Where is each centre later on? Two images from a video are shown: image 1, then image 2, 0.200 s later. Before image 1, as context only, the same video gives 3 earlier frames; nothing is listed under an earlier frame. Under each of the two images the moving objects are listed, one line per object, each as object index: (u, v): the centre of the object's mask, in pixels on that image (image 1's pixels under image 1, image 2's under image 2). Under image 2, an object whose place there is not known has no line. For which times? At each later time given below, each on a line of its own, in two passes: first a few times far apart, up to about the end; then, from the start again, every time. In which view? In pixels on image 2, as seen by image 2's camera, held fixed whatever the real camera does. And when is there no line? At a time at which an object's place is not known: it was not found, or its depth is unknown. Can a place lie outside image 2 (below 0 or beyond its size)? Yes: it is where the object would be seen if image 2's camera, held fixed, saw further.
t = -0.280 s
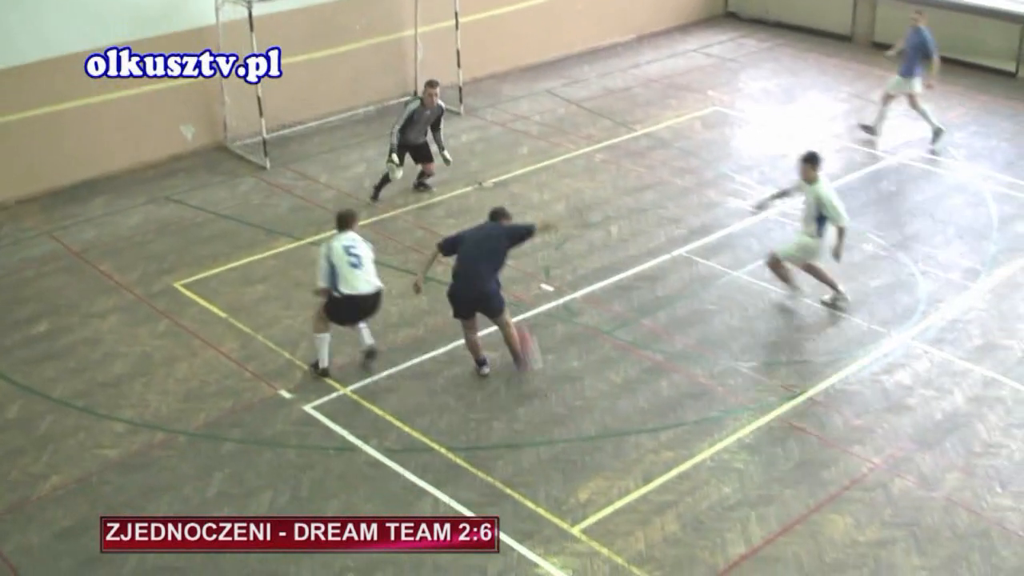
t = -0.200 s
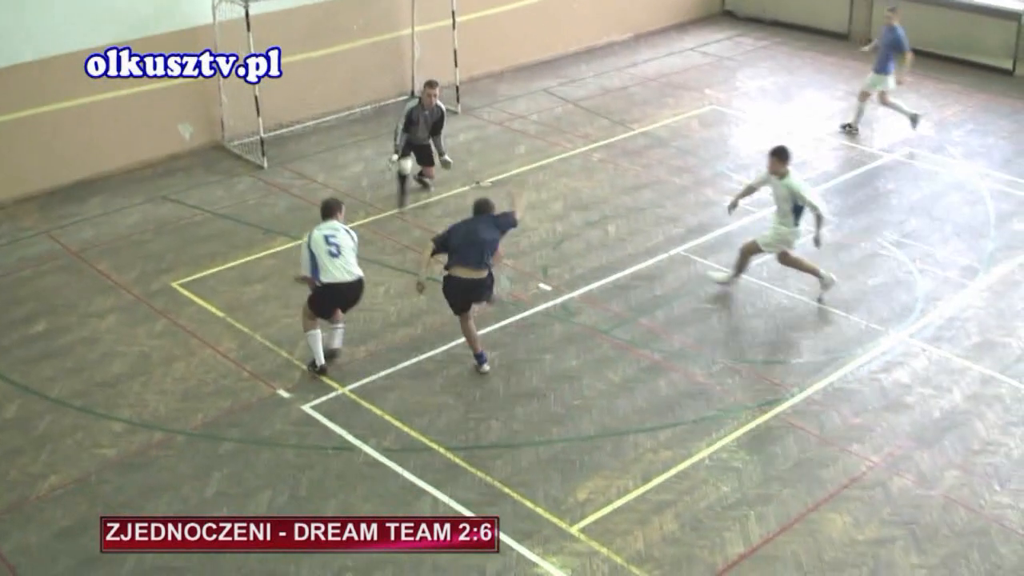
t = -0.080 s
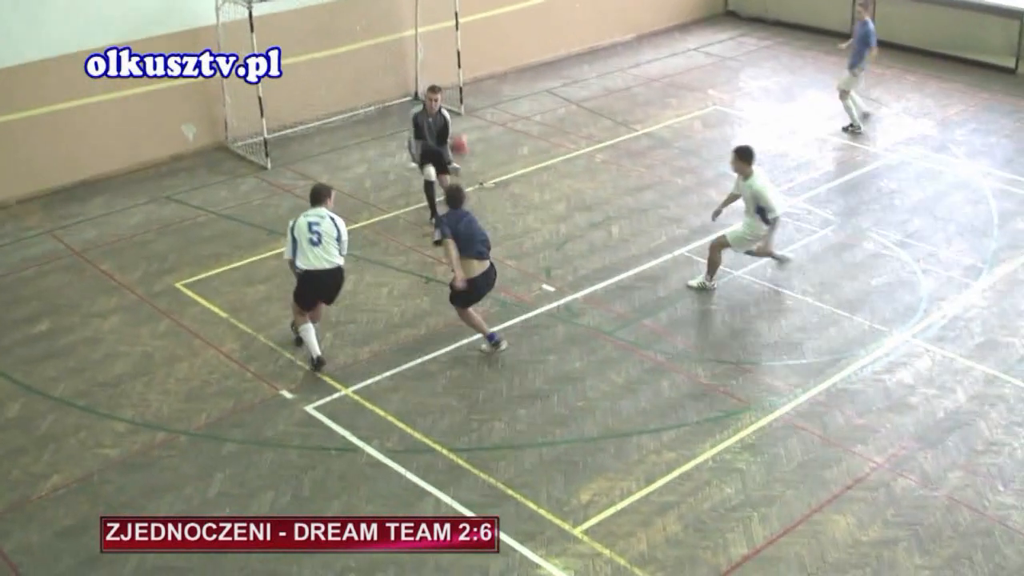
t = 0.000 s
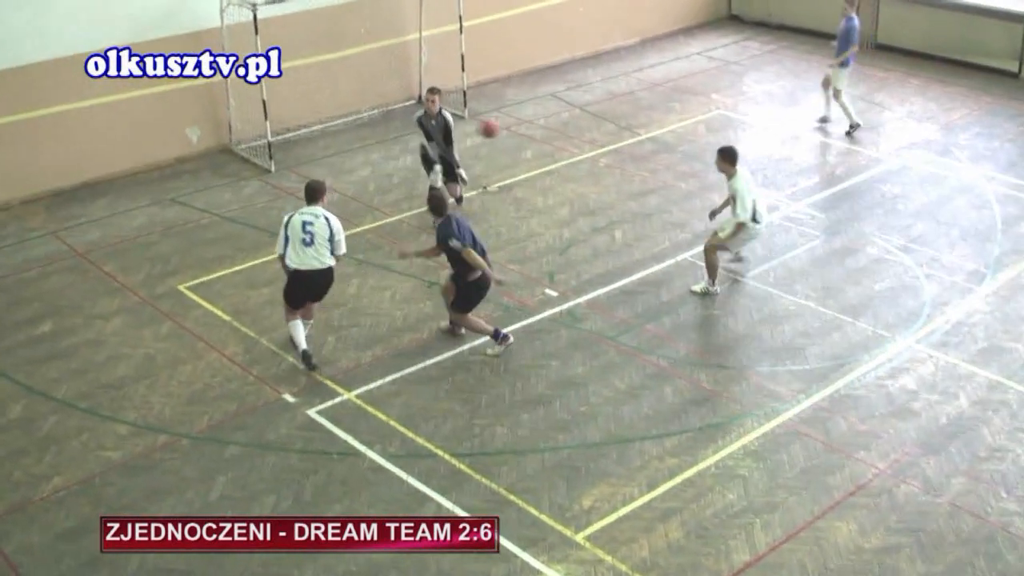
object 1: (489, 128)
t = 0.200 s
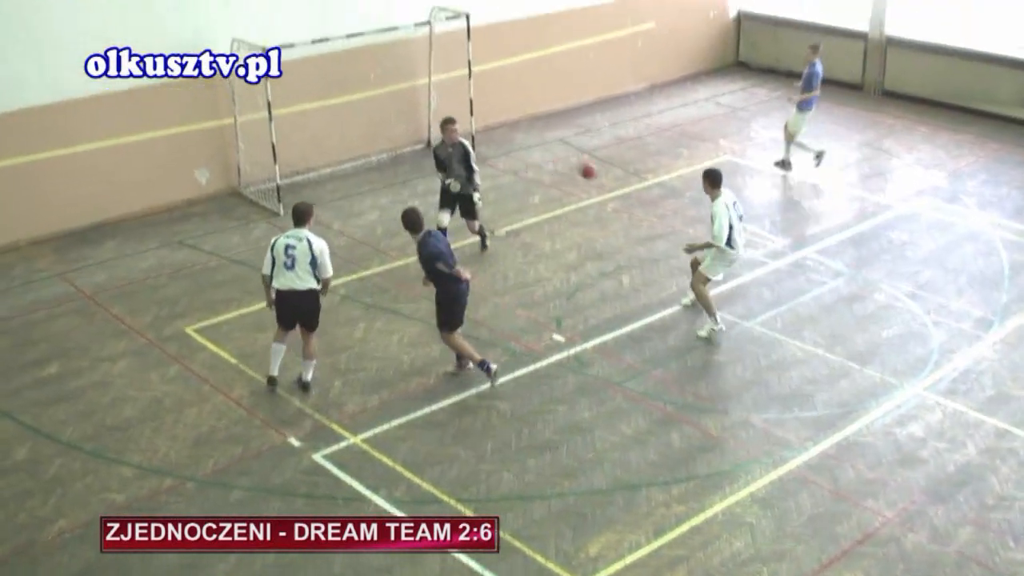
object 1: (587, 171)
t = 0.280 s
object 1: (618, 177)
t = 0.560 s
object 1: (687, 138)
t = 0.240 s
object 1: (603, 173)
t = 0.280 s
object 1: (618, 177)
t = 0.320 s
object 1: (631, 179)
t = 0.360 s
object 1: (641, 169)
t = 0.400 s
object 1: (651, 160)
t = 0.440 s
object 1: (661, 153)
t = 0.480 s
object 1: (670, 147)
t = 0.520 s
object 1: (678, 142)
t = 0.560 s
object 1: (687, 138)
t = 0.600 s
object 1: (695, 136)
